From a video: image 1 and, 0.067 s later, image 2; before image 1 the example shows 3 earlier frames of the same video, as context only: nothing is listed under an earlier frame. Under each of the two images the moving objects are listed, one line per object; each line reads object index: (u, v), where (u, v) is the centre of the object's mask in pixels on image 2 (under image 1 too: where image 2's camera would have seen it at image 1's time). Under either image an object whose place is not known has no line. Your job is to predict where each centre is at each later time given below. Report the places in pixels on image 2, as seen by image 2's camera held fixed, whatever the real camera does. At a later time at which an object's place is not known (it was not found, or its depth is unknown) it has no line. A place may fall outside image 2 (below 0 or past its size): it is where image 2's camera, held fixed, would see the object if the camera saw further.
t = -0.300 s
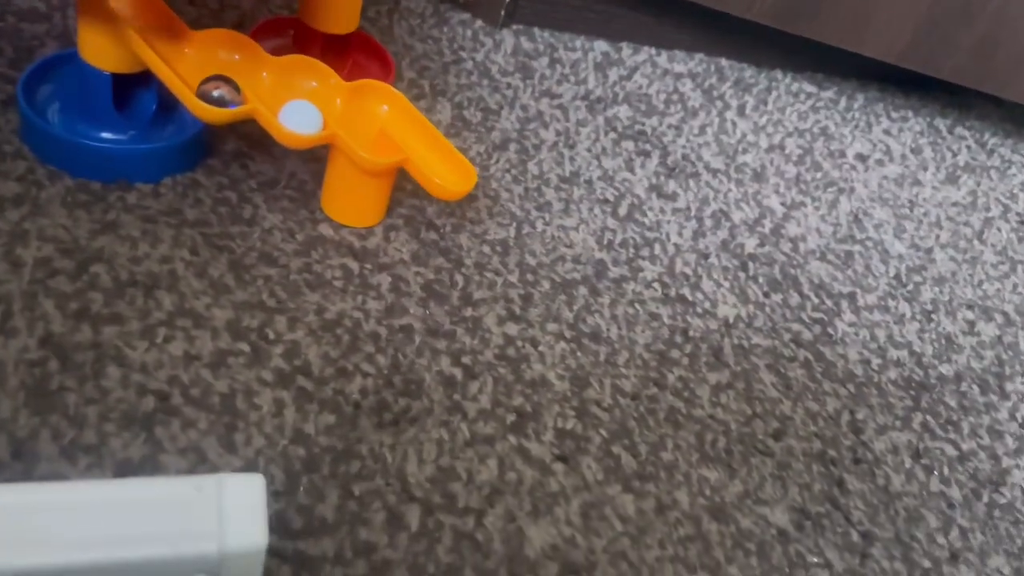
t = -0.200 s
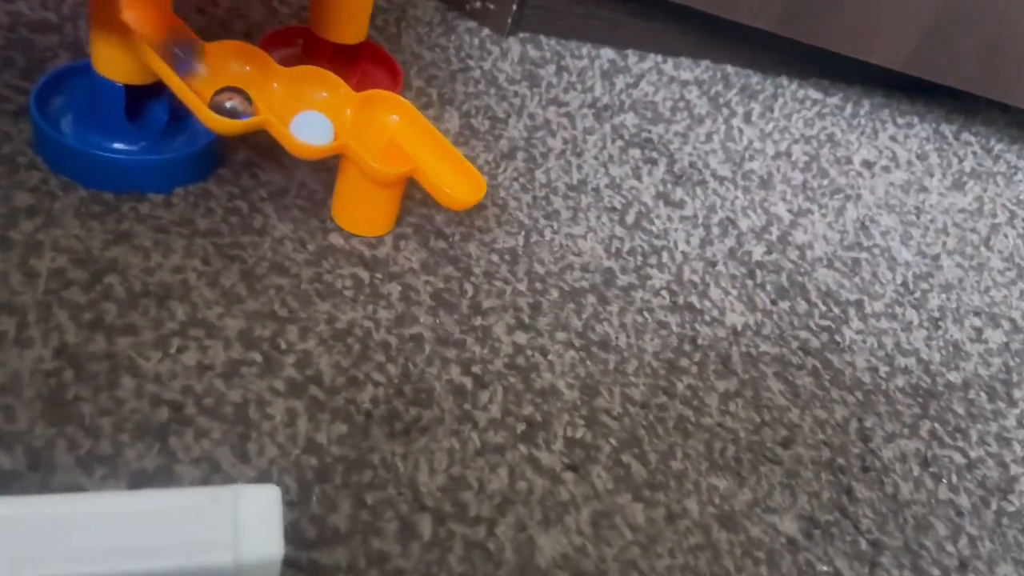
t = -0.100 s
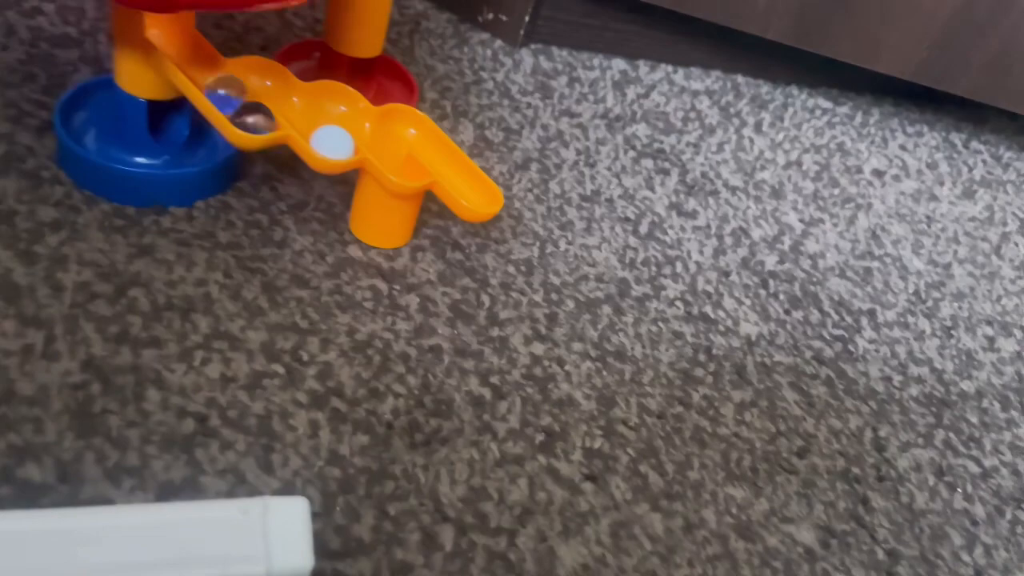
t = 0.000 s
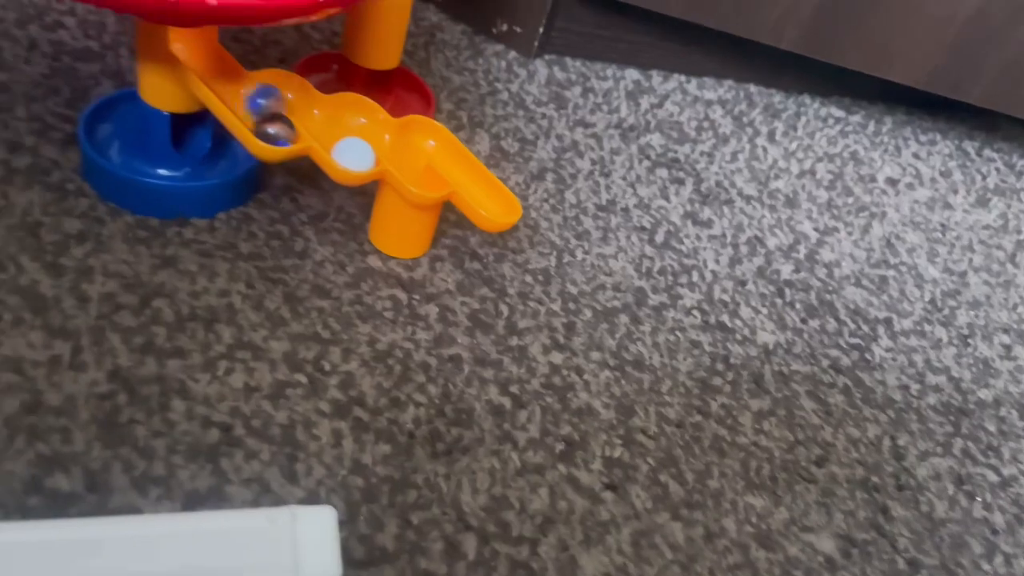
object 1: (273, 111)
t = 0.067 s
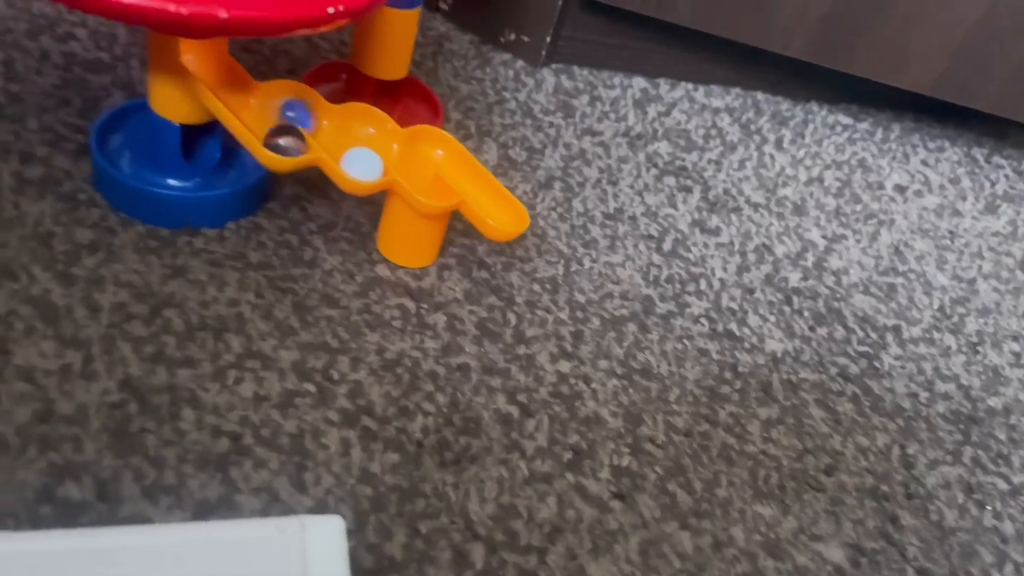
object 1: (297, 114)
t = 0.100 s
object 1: (309, 117)
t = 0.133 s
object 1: (318, 122)
